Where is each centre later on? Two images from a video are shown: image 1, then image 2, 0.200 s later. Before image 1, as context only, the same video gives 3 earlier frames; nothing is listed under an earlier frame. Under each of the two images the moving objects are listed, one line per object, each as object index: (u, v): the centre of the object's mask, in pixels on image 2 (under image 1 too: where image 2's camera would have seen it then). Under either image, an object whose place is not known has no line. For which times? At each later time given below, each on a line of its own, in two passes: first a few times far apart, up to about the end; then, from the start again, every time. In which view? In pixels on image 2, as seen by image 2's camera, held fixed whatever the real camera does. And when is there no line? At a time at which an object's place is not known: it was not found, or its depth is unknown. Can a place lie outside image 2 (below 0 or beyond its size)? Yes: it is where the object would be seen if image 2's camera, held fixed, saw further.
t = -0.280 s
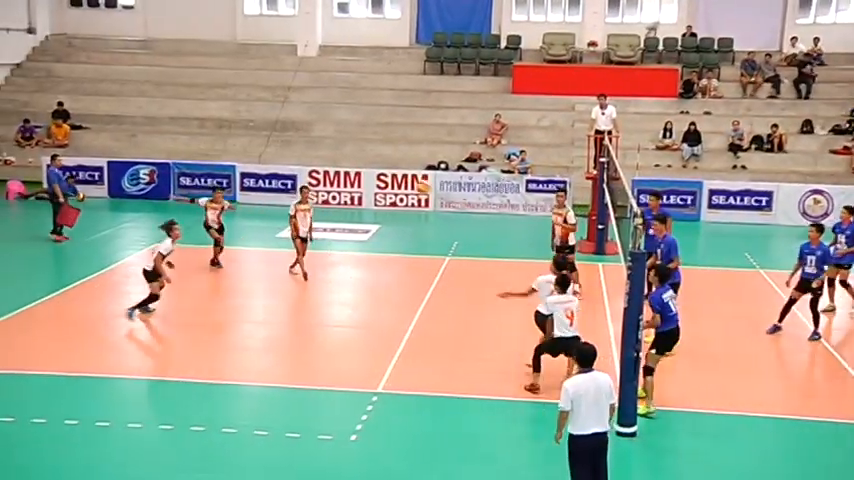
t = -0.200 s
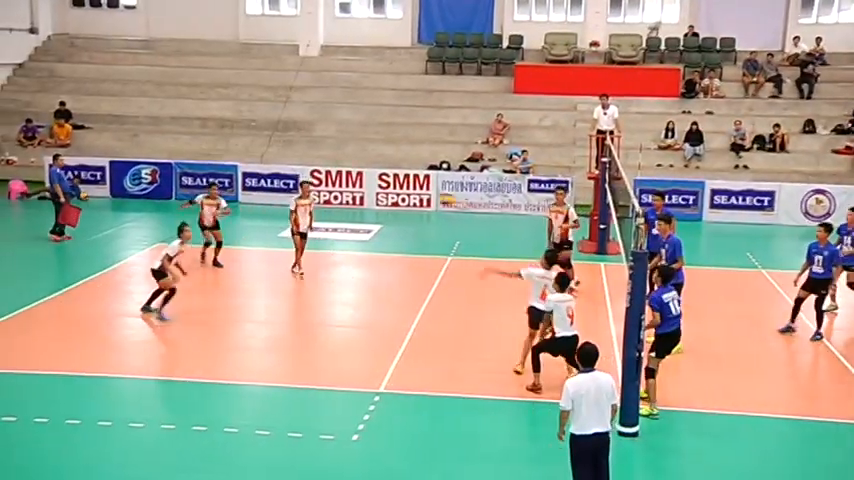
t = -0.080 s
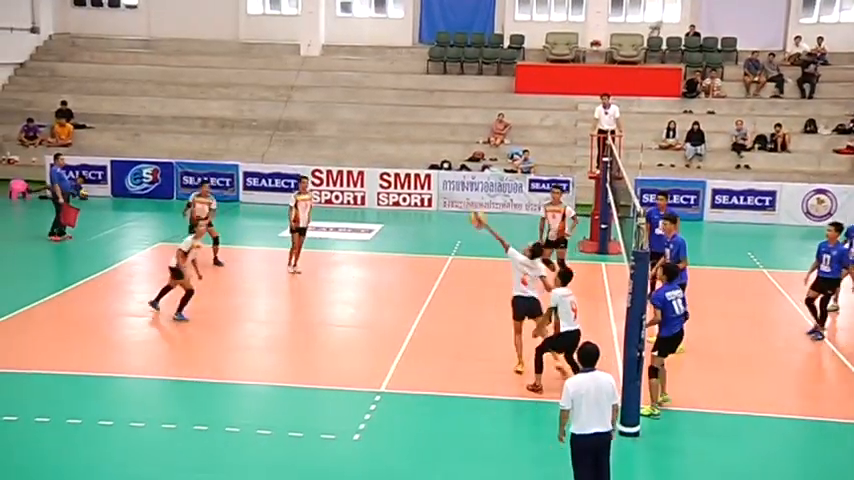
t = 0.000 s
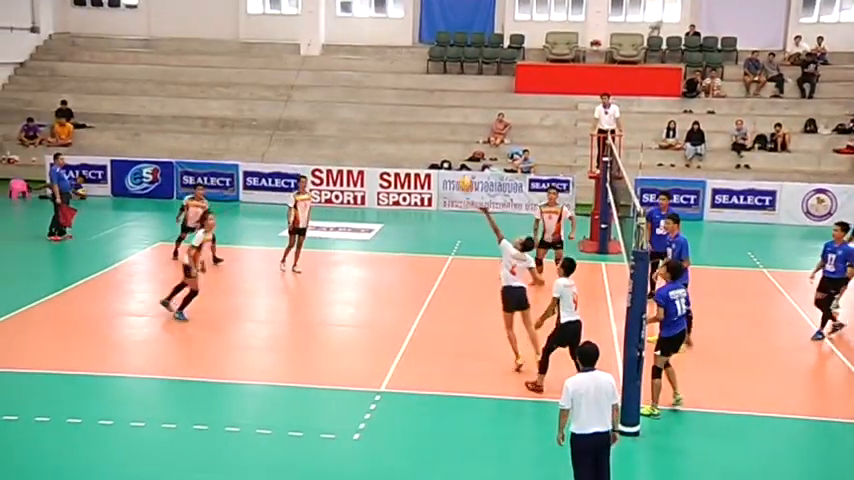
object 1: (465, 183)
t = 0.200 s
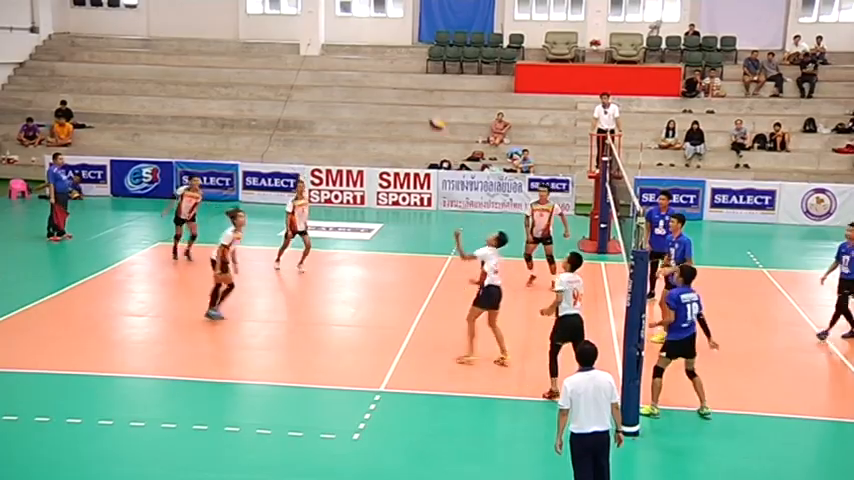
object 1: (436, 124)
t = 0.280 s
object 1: (423, 107)
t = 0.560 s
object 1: (381, 92)
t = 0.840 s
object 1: (342, 133)
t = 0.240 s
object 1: (428, 115)
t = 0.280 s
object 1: (423, 107)
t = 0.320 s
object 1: (417, 103)
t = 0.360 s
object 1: (412, 97)
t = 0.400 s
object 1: (405, 94)
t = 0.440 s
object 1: (400, 91)
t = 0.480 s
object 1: (394, 91)
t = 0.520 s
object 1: (388, 91)
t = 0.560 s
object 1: (381, 92)
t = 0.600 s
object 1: (376, 94)
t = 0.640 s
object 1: (370, 98)
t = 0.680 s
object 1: (364, 102)
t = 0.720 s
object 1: (358, 109)
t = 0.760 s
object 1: (353, 116)
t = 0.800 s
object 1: (347, 124)
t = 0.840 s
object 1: (342, 133)
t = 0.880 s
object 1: (335, 144)
